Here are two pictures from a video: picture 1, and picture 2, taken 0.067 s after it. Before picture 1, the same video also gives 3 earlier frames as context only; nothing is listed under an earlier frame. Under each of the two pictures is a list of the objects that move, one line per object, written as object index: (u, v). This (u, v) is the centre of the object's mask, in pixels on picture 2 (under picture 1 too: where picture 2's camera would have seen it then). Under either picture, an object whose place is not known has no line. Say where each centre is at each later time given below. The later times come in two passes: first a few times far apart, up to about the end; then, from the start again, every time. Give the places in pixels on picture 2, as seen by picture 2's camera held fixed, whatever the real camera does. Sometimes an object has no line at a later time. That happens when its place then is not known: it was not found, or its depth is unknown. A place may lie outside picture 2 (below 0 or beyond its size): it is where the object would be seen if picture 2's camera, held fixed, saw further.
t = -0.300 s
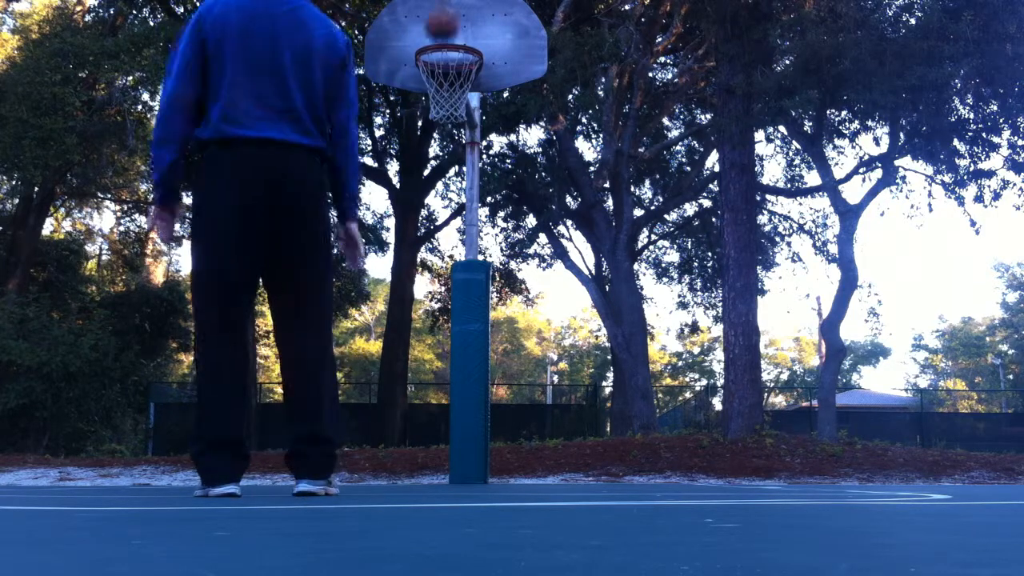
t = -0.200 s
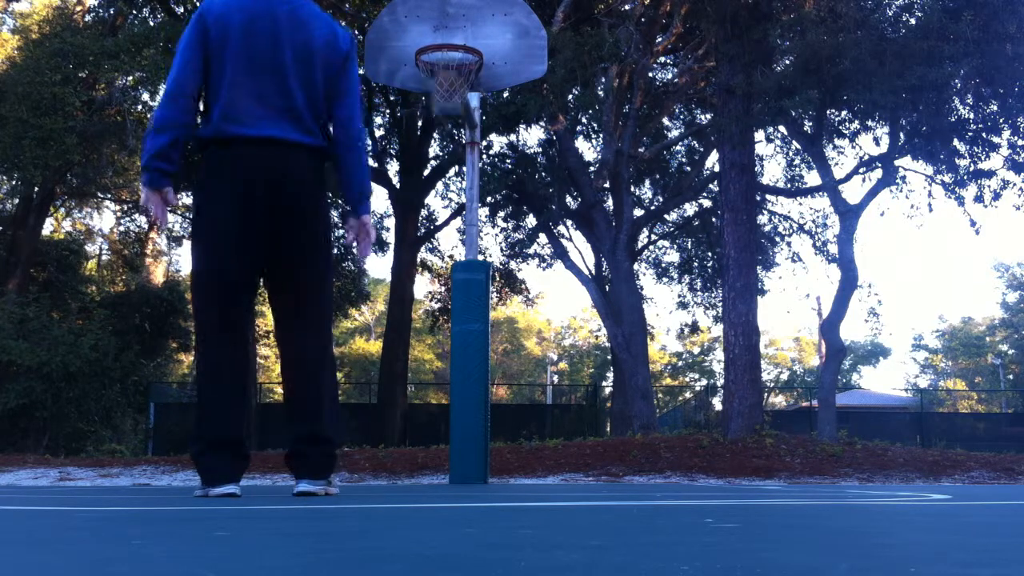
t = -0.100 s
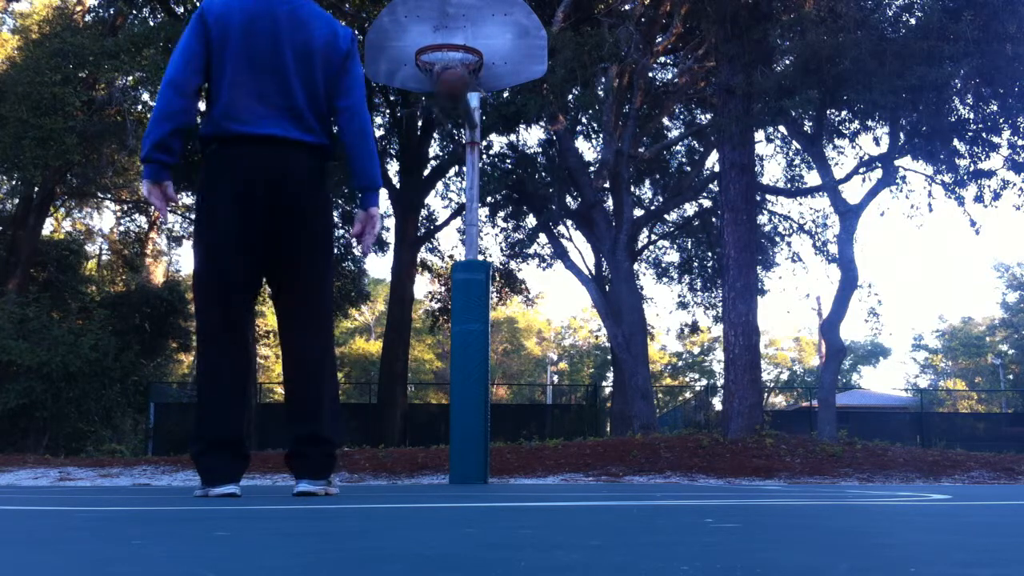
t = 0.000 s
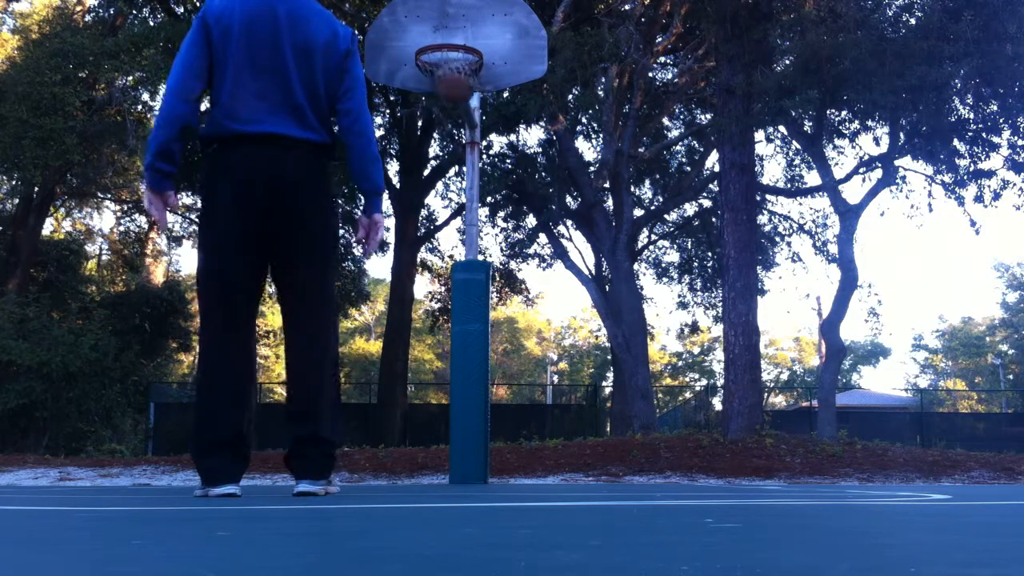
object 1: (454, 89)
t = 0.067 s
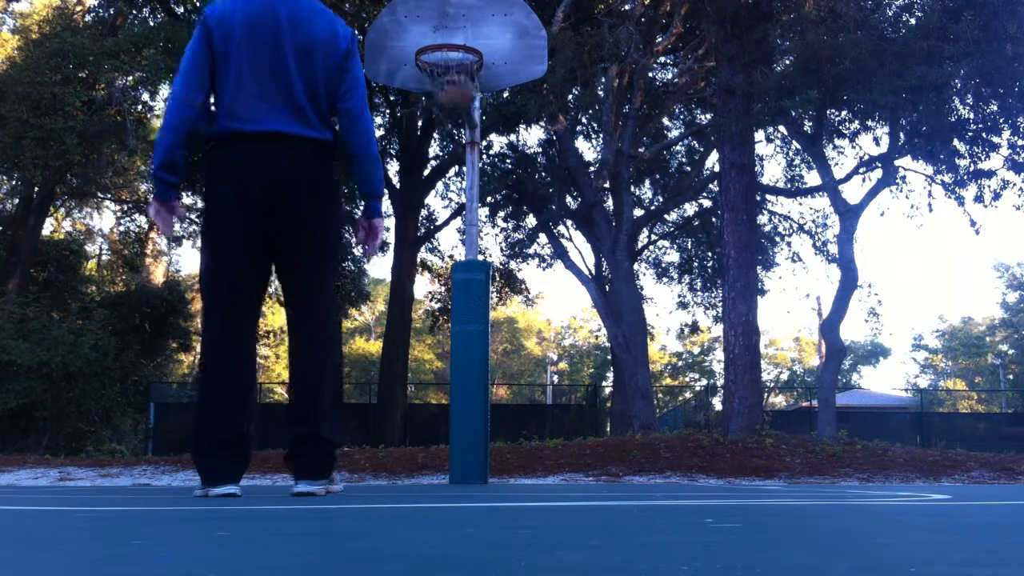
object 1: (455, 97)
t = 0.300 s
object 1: (462, 187)
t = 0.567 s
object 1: (467, 390)
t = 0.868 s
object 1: (469, 349)
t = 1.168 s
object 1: (469, 302)
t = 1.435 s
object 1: (467, 370)
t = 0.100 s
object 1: (455, 103)
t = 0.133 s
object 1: (458, 114)
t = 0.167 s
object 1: (460, 124)
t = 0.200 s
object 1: (461, 138)
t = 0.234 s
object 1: (461, 153)
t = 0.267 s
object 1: (460, 168)
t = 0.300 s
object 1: (462, 187)
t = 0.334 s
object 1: (462, 207)
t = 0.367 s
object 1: (464, 229)
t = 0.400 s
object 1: (464, 252)
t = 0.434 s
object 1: (465, 276)
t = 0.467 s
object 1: (465, 302)
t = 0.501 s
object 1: (466, 329)
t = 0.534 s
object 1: (467, 360)
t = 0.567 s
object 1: (467, 390)
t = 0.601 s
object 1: (467, 428)
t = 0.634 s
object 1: (467, 463)
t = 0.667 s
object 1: (467, 448)
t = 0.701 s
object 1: (467, 428)
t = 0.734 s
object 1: (468, 409)
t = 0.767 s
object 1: (469, 393)
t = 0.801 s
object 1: (467, 377)
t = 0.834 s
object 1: (468, 361)
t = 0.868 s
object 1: (469, 349)
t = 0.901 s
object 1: (468, 337)
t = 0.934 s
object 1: (469, 326)
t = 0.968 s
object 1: (468, 319)
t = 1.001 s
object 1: (468, 313)
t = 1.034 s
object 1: (468, 307)
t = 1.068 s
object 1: (468, 303)
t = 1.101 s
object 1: (468, 303)
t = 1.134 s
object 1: (469, 302)
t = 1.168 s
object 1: (469, 302)
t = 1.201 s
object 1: (468, 304)
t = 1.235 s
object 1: (468, 308)
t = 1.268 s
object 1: (468, 313)
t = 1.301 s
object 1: (468, 321)
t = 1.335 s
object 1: (468, 331)
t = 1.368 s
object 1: (467, 341)
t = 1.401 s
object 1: (467, 355)
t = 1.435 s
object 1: (467, 370)
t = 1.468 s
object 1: (466, 388)
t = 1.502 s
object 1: (465, 406)
